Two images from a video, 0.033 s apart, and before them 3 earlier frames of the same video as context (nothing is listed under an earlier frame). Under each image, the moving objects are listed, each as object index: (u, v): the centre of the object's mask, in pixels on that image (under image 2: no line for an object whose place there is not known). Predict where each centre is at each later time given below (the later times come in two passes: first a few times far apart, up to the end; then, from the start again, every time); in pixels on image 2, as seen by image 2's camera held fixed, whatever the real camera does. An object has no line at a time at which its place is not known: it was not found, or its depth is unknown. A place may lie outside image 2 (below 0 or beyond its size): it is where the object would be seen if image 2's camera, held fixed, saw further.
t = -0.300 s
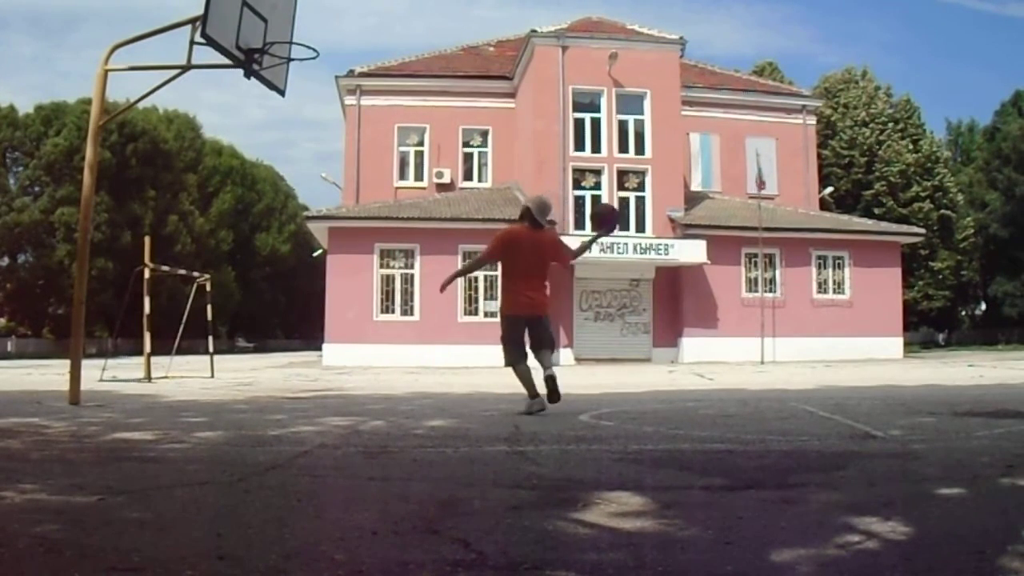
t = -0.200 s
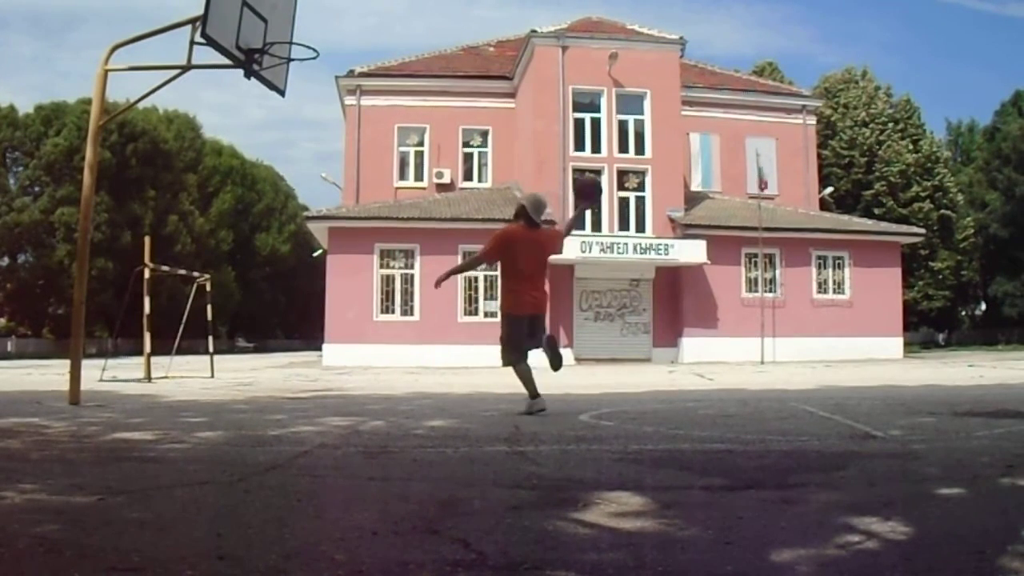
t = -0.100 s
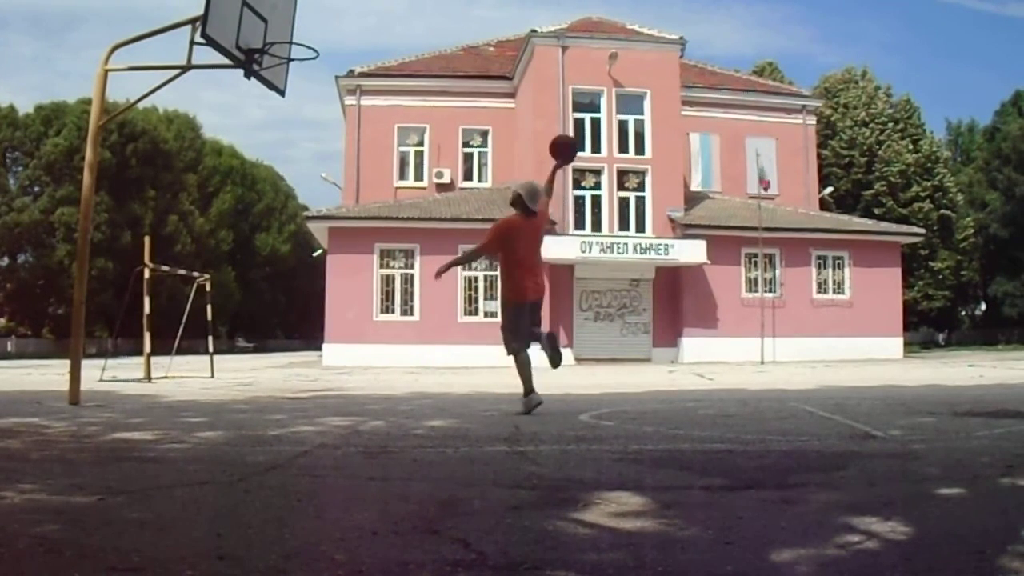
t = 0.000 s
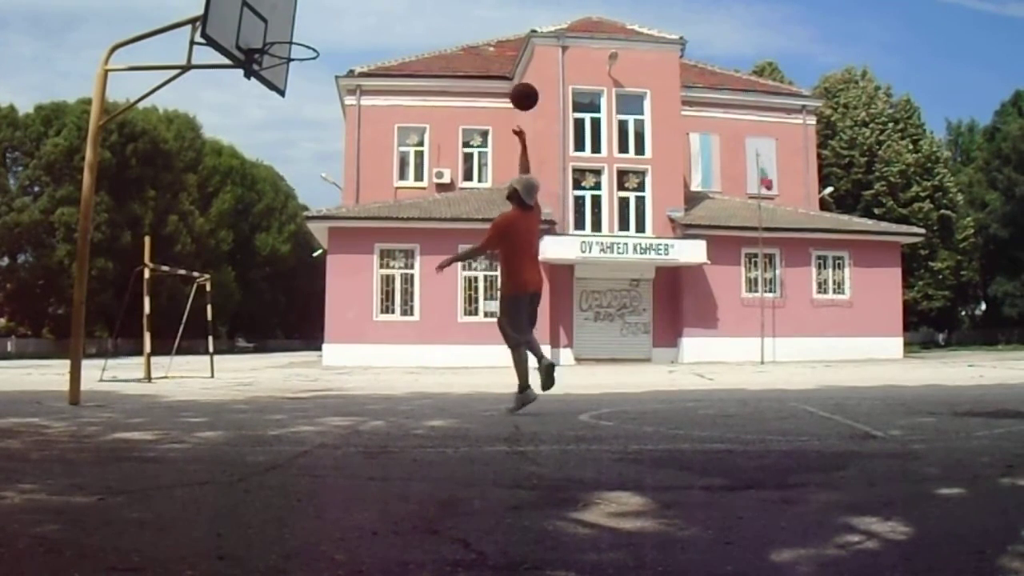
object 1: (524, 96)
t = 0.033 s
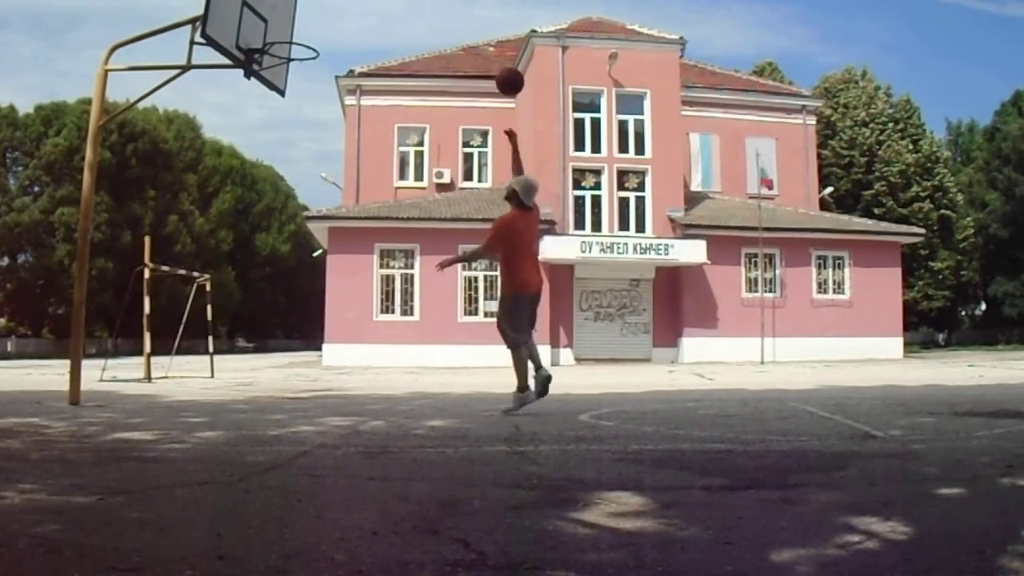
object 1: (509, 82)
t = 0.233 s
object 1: (428, 23)
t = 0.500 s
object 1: (323, 18)
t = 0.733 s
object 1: (301, 18)
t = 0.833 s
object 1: (324, 9)
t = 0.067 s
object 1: (496, 68)
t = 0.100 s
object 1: (482, 56)
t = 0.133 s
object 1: (468, 46)
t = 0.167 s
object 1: (454, 37)
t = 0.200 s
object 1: (441, 29)
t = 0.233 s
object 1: (428, 23)
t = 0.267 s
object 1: (414, 18)
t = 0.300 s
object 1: (401, 14)
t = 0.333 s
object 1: (388, 12)
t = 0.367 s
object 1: (375, 11)
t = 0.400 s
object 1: (362, 11)
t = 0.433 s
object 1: (349, 12)
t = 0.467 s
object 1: (336, 15)
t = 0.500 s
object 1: (323, 18)
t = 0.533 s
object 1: (310, 24)
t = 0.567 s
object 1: (297, 30)
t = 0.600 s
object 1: (284, 38)
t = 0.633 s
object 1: (278, 41)
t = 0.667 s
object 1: (286, 31)
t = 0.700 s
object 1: (294, 24)
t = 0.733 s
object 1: (301, 18)
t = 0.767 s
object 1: (309, 13)
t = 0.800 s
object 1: (317, 10)
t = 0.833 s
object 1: (324, 9)
